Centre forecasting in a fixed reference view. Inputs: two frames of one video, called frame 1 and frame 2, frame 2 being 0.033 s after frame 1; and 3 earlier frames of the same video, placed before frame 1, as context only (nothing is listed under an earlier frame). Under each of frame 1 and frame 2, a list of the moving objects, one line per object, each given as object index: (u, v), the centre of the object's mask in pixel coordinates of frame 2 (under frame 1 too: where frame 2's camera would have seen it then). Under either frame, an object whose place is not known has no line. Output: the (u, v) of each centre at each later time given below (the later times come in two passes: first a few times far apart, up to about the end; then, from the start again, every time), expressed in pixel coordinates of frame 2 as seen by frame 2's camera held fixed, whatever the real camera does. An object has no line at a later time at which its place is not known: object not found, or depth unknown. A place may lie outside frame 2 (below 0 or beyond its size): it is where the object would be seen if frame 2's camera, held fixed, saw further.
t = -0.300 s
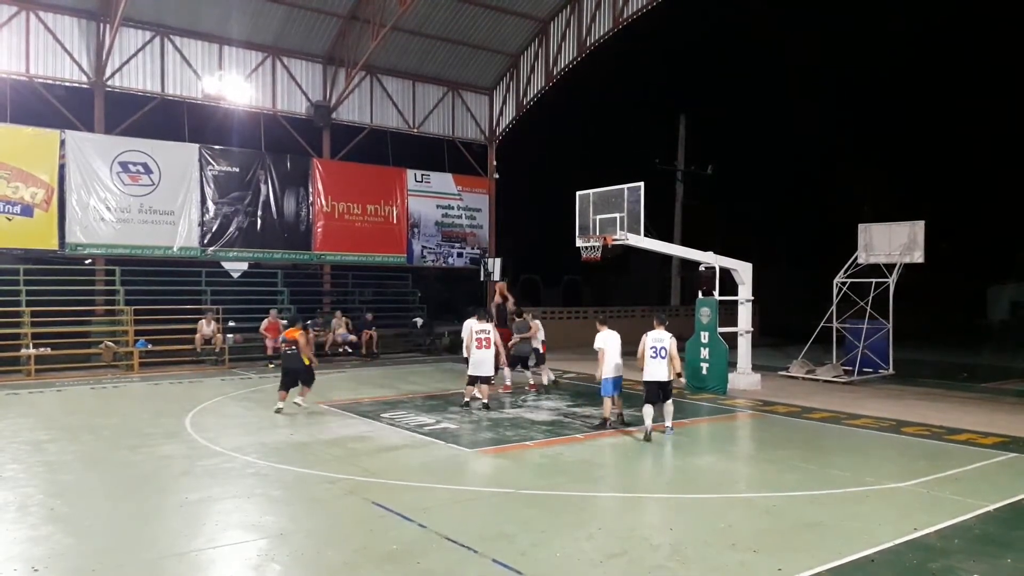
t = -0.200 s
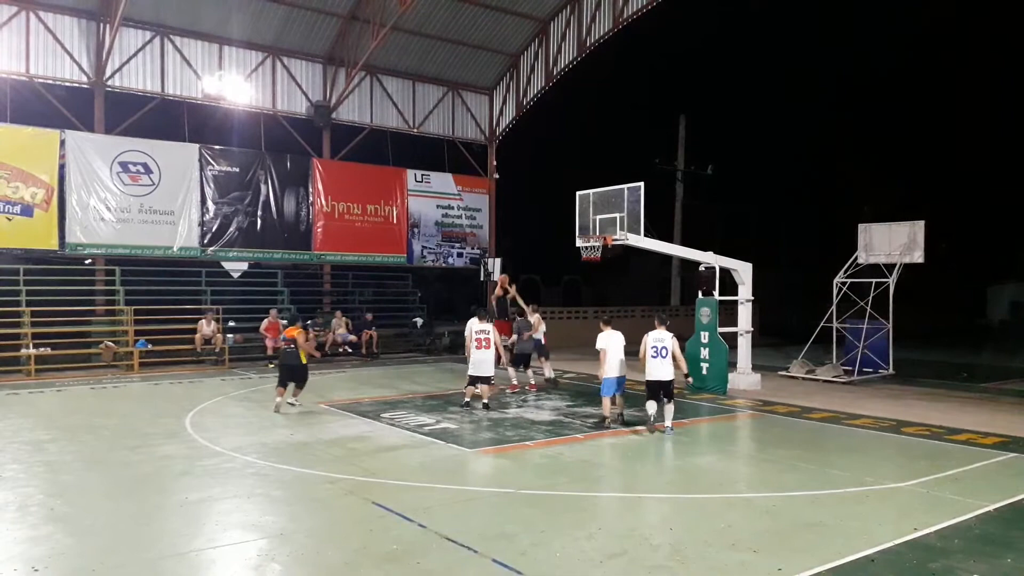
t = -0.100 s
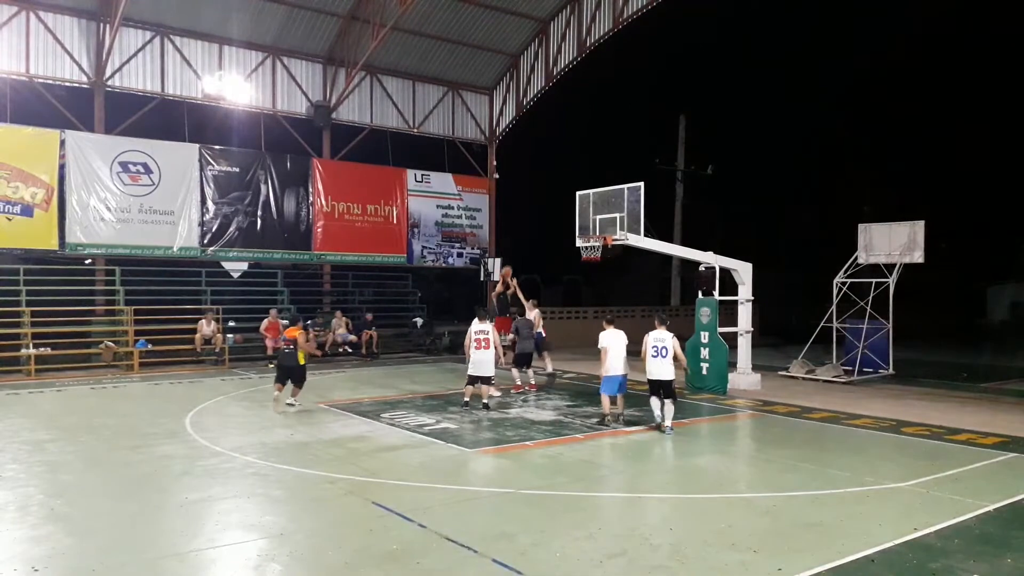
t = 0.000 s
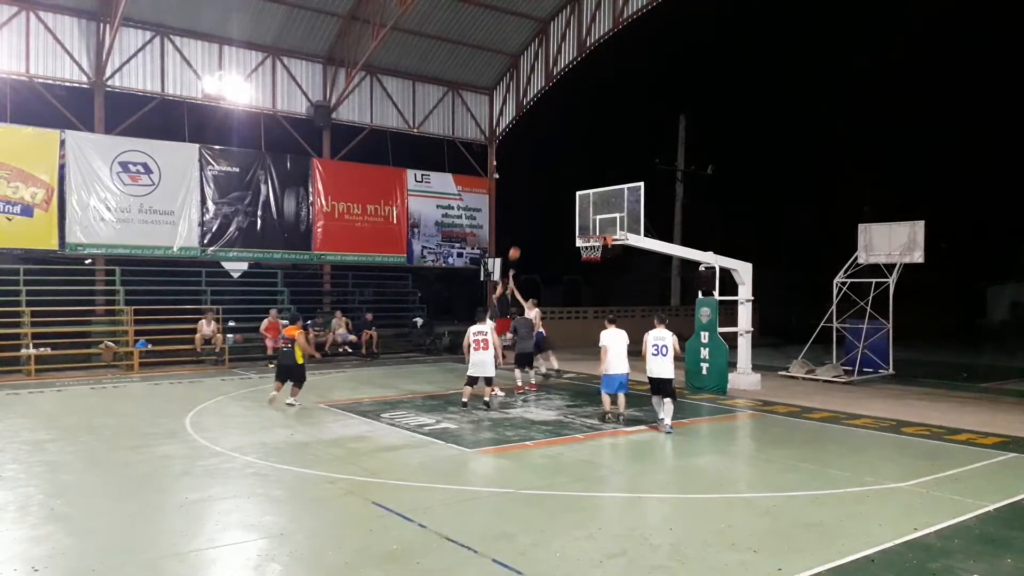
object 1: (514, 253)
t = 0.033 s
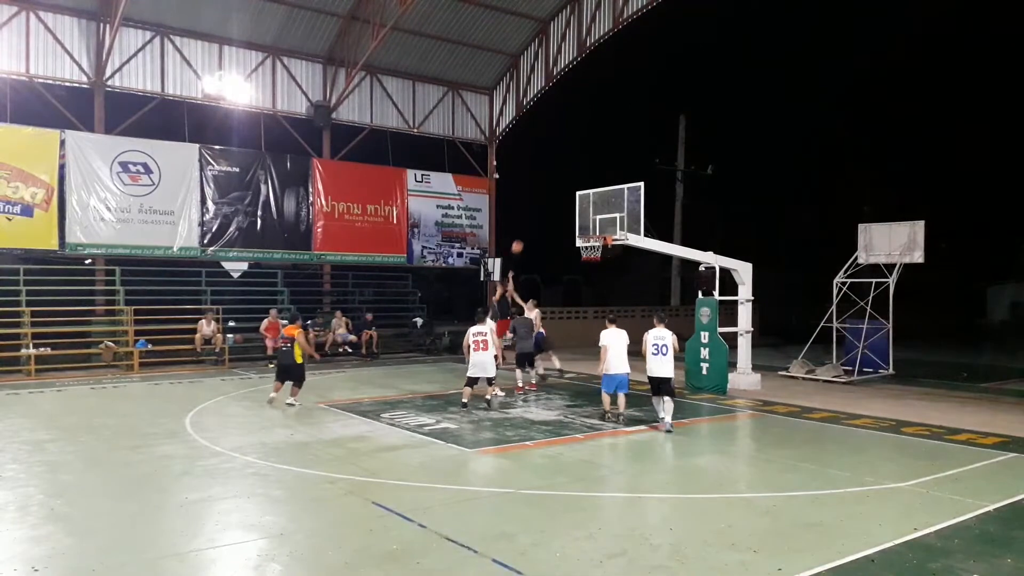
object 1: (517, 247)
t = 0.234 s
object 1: (535, 219)
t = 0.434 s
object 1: (554, 209)
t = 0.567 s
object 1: (568, 213)
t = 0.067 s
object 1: (520, 241)
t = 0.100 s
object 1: (523, 236)
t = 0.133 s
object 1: (526, 231)
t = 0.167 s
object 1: (529, 227)
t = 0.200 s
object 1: (532, 223)
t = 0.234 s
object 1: (535, 219)
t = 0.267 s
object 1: (538, 216)
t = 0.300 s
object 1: (541, 214)
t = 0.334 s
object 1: (545, 211)
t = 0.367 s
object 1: (548, 210)
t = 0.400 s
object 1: (551, 210)
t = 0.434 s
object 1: (554, 209)
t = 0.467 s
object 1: (558, 209)
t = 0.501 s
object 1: (561, 210)
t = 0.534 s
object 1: (564, 211)
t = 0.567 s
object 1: (568, 213)
